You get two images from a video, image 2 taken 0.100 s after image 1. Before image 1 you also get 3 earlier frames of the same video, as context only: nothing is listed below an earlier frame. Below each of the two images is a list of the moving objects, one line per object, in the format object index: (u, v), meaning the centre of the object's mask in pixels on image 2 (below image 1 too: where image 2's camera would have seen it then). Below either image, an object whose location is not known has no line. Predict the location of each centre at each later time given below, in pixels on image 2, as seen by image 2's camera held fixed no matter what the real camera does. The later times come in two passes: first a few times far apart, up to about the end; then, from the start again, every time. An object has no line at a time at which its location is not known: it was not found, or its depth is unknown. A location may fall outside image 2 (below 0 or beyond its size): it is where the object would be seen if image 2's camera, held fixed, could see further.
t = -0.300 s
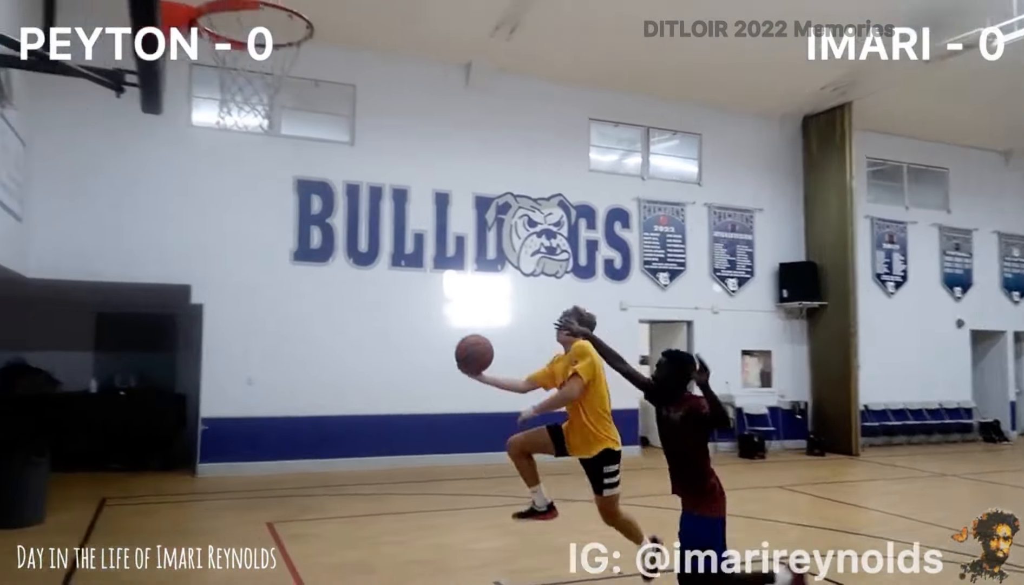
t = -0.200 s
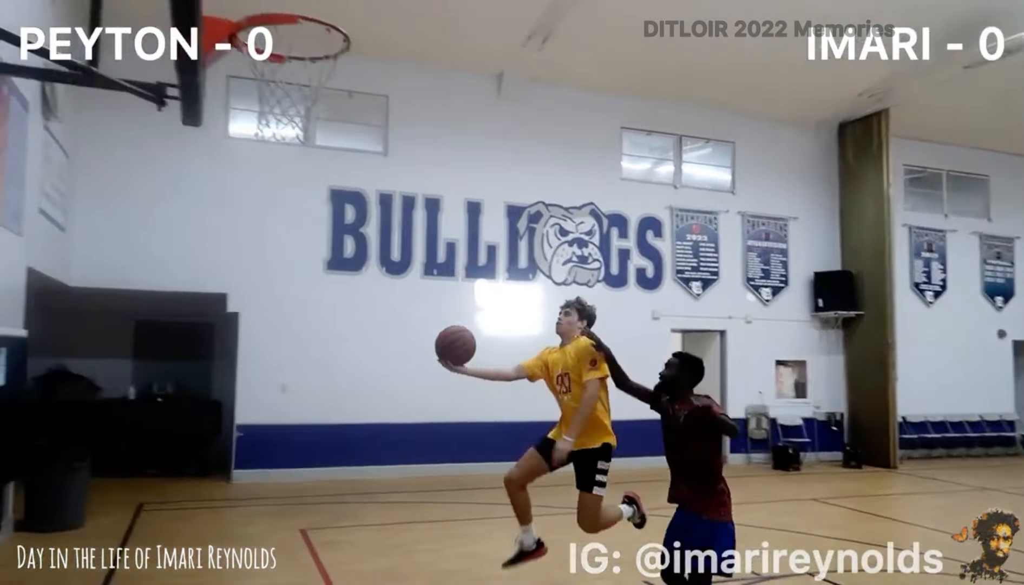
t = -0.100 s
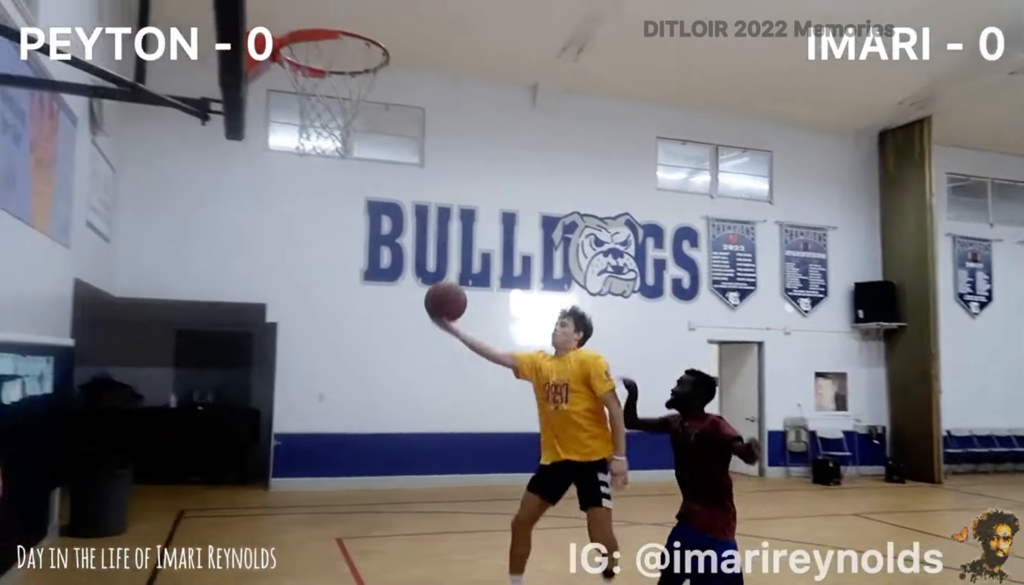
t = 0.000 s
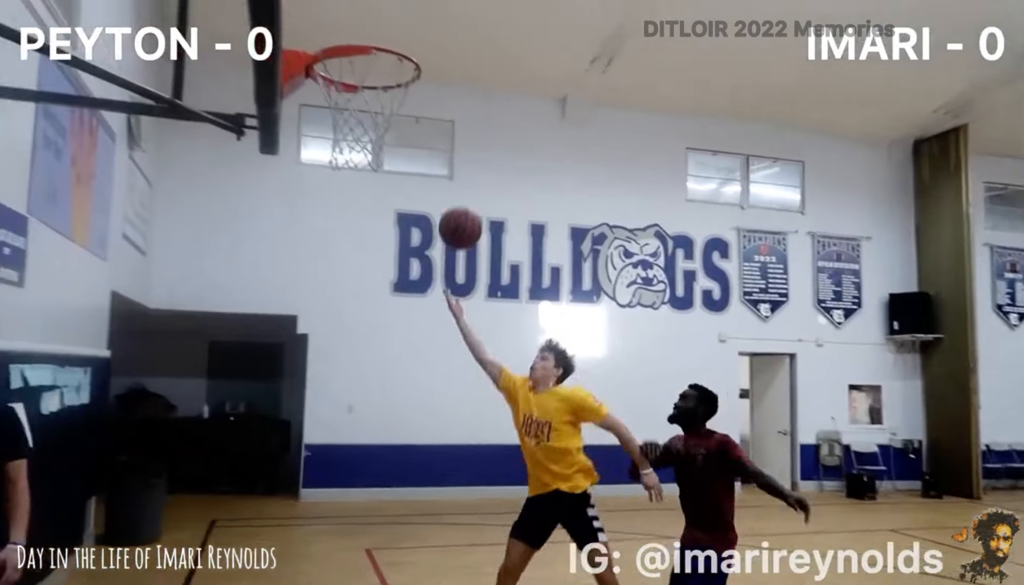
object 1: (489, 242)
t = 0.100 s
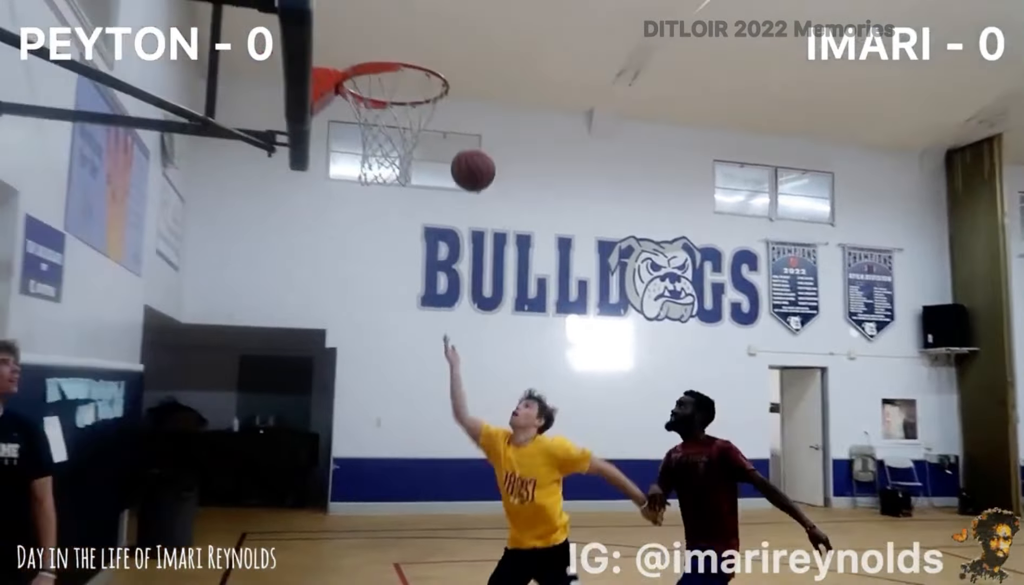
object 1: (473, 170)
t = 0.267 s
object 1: (448, 79)
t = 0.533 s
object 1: (388, 31)
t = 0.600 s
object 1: (372, 38)
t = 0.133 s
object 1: (468, 149)
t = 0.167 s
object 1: (462, 129)
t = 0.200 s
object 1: (458, 113)
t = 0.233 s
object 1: (456, 96)
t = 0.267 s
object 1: (448, 79)
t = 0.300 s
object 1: (439, 67)
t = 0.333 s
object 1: (434, 53)
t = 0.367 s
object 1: (426, 46)
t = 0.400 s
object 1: (419, 40)
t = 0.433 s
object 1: (411, 34)
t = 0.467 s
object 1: (404, 31)
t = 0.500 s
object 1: (396, 30)
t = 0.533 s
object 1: (388, 31)
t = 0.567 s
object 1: (380, 34)
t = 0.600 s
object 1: (372, 38)
